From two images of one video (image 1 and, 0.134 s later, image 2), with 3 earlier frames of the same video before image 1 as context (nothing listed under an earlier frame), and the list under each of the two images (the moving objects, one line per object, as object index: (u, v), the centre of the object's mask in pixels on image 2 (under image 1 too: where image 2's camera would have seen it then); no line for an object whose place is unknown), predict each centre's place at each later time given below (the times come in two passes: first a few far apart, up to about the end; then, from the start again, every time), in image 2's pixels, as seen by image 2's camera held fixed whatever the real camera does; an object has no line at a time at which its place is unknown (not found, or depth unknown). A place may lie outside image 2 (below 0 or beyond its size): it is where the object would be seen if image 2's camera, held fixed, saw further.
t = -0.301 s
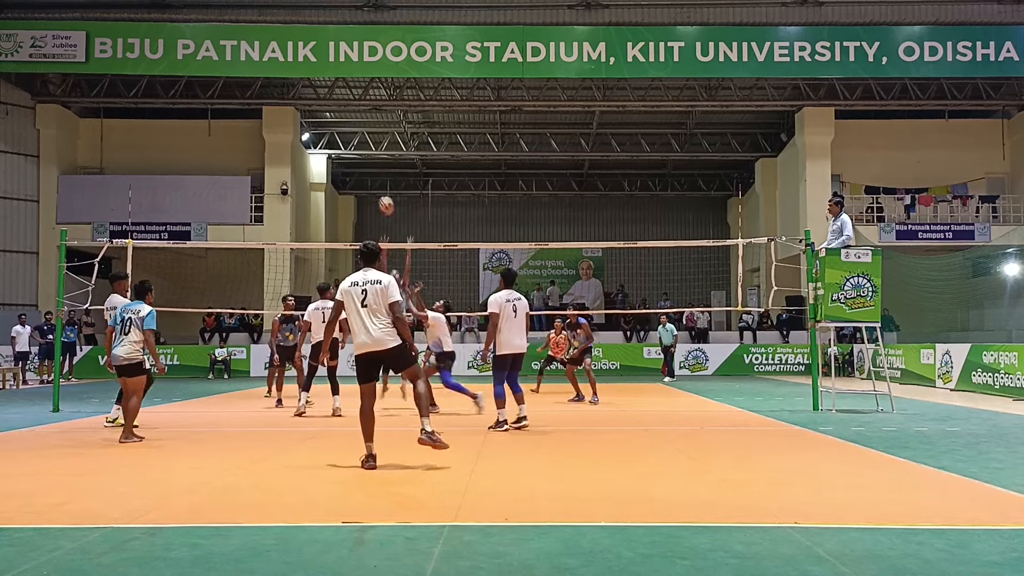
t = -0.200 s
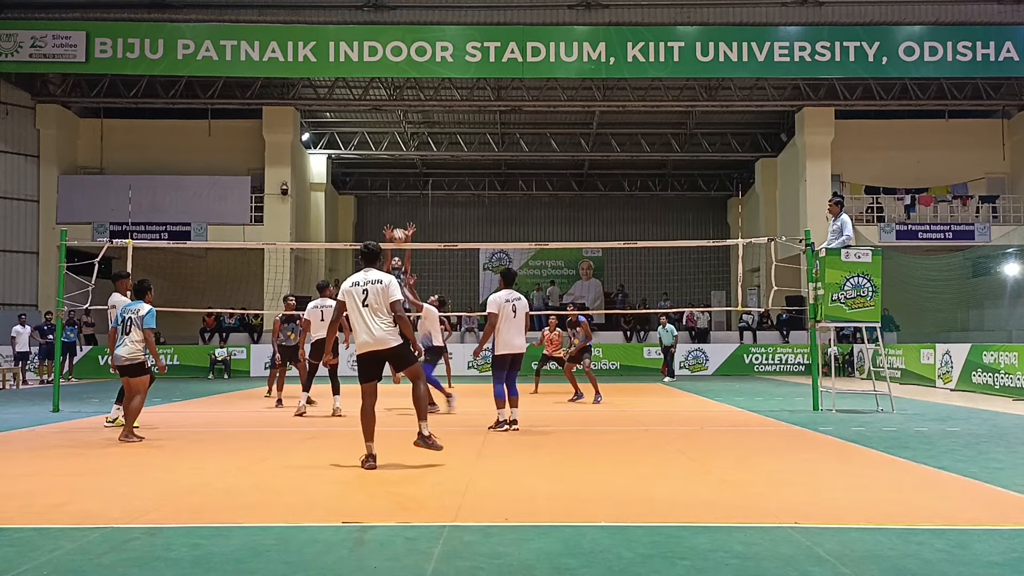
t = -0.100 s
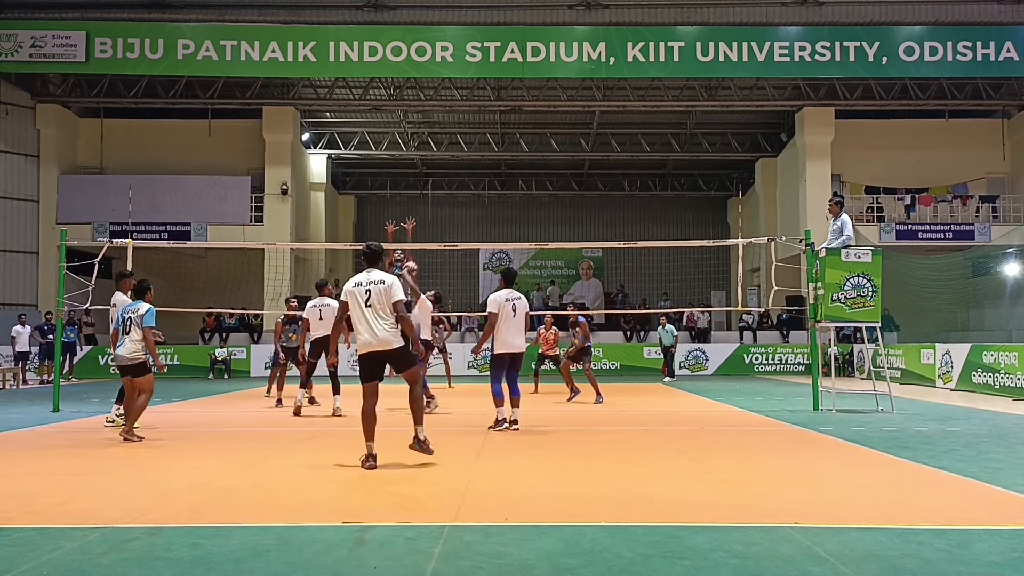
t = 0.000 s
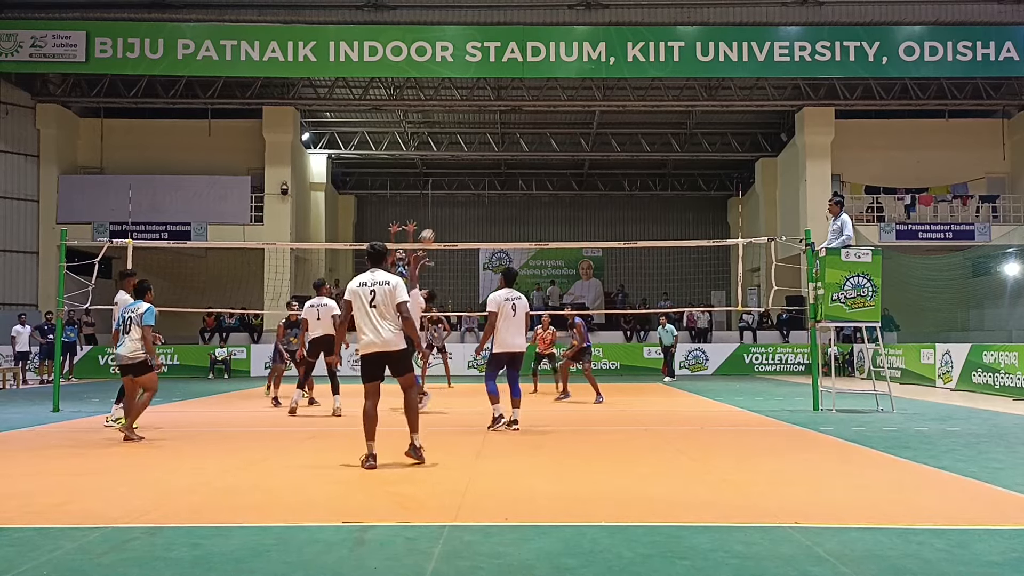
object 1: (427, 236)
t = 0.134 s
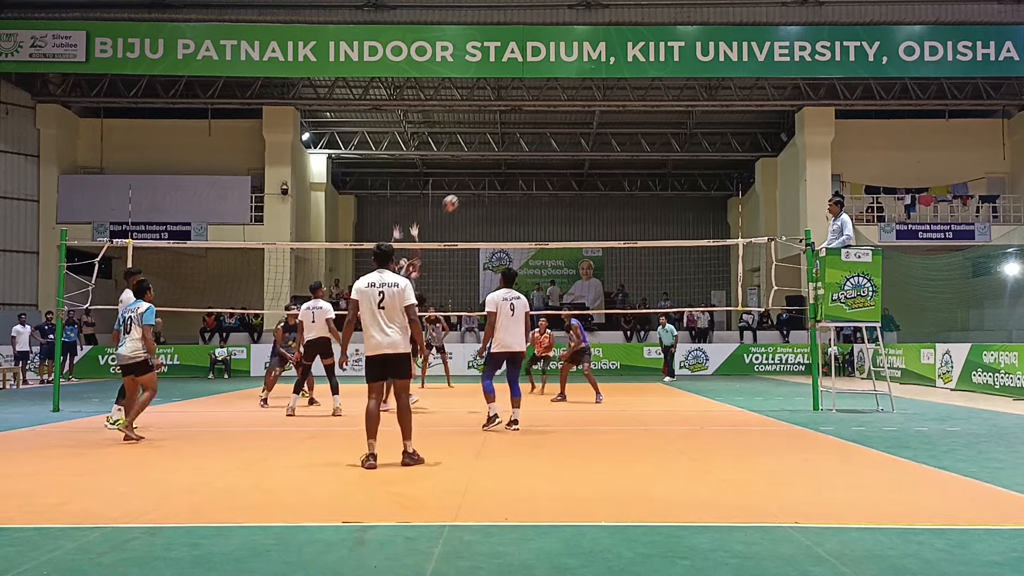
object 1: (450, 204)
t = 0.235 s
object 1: (468, 185)
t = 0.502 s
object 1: (512, 171)
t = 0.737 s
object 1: (549, 197)
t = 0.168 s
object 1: (456, 196)
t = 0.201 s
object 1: (461, 191)
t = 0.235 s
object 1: (468, 185)
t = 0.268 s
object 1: (473, 181)
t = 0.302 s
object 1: (479, 178)
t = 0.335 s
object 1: (485, 175)
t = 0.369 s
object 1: (491, 172)
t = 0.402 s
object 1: (496, 171)
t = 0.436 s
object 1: (501, 170)
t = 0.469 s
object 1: (507, 170)
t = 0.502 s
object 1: (512, 171)
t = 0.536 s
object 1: (518, 173)
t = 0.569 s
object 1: (523, 175)
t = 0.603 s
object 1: (528, 178)
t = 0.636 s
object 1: (534, 182)
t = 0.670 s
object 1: (538, 186)
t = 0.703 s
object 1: (544, 192)
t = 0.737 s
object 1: (549, 197)
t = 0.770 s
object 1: (554, 204)
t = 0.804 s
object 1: (559, 211)
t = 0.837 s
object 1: (564, 219)
